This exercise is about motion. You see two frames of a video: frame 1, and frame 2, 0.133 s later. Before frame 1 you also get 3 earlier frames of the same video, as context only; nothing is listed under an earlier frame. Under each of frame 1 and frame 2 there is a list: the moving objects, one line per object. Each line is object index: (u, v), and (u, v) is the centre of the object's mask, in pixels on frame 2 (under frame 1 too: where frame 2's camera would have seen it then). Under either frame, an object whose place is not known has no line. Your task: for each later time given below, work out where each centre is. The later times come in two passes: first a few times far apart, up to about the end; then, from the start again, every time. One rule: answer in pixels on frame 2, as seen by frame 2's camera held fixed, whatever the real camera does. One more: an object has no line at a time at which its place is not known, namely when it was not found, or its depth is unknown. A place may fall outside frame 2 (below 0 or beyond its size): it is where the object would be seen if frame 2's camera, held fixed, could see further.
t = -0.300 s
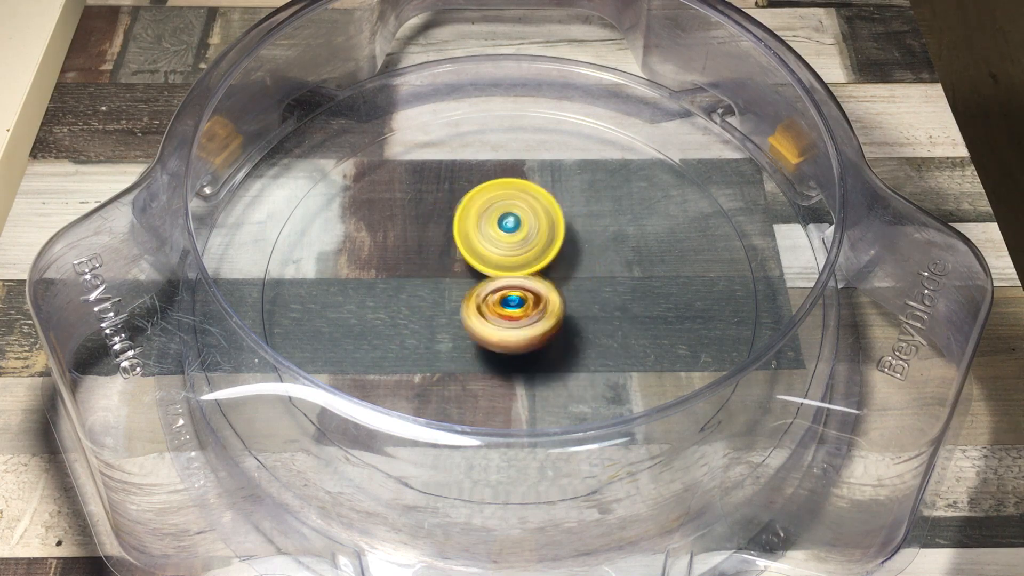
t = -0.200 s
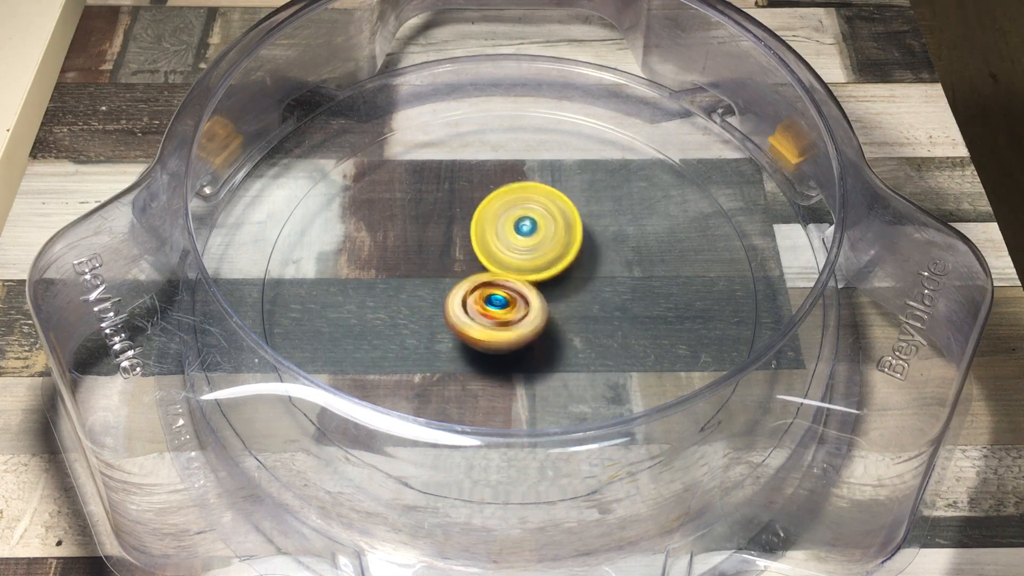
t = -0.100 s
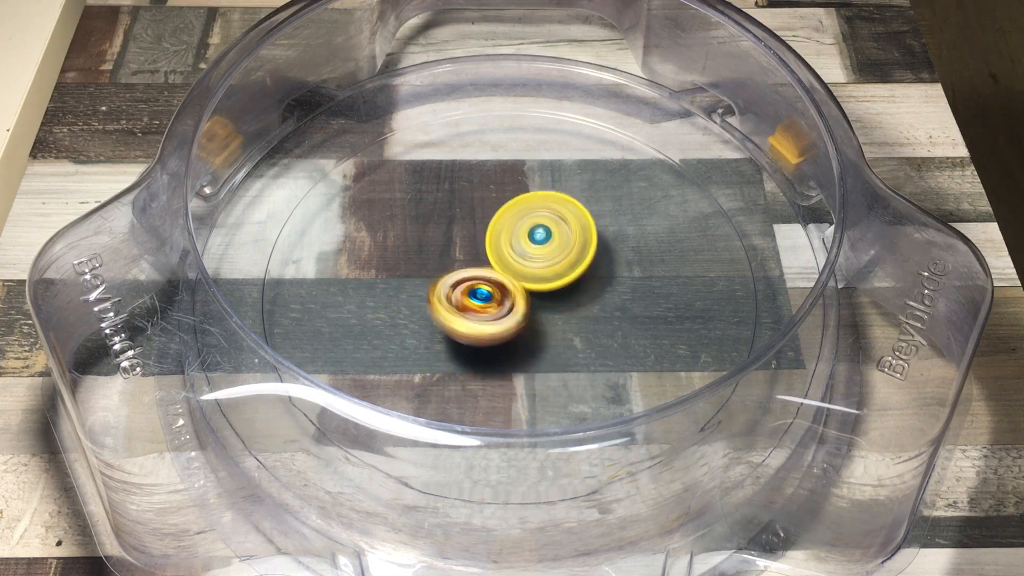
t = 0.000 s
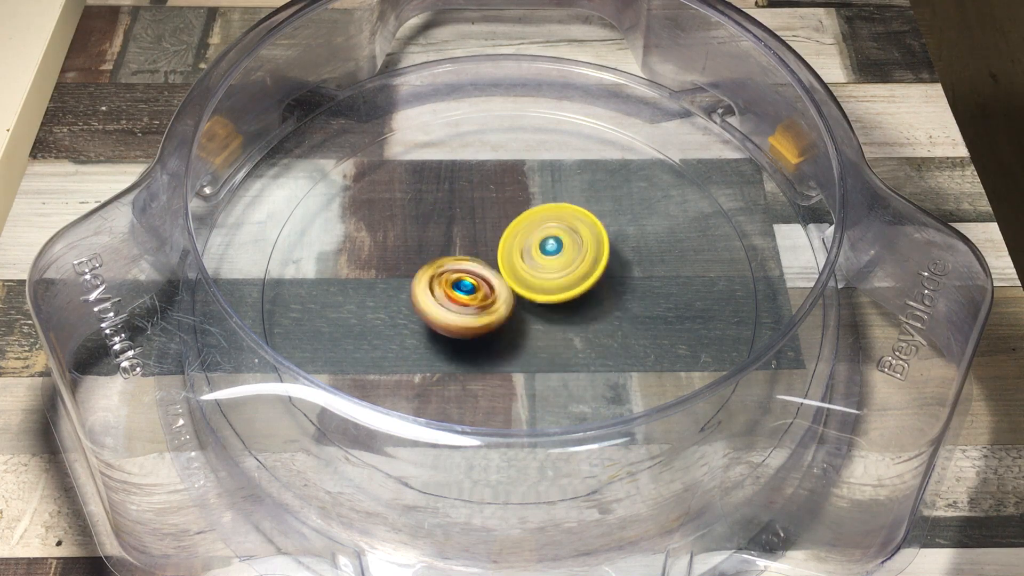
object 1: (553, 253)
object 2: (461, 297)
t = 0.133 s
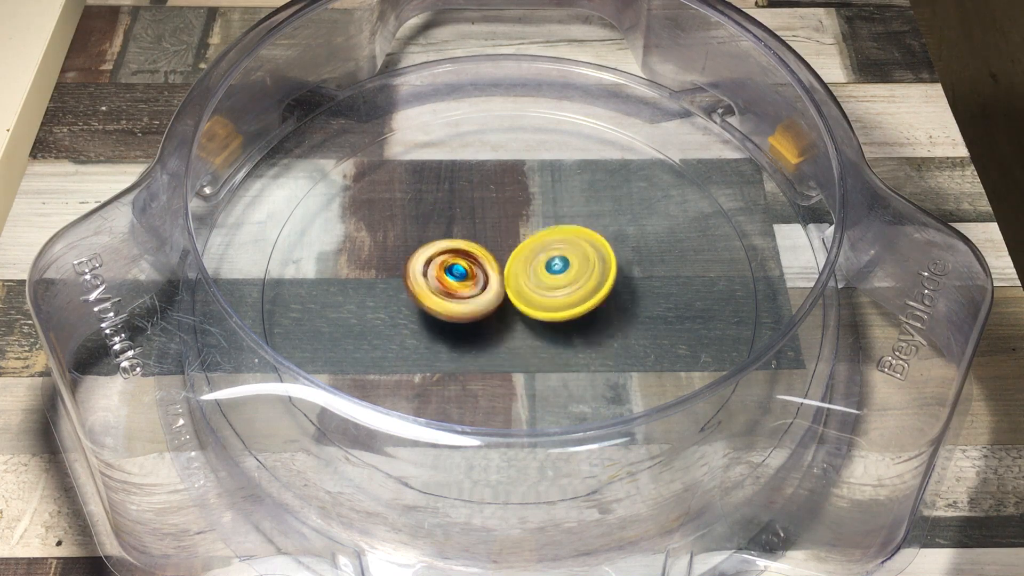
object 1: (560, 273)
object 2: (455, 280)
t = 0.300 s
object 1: (552, 299)
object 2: (452, 256)
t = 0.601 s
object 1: (500, 323)
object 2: (496, 232)
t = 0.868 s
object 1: (458, 300)
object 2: (543, 244)
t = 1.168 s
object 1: (452, 256)
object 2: (566, 288)
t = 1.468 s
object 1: (497, 228)
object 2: (531, 306)
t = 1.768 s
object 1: (572, 263)
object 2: (473, 302)
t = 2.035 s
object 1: (601, 276)
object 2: (502, 287)
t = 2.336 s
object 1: (593, 283)
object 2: (479, 280)
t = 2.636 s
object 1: (514, 334)
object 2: (475, 257)
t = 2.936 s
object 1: (465, 348)
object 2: (515, 267)
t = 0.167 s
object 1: (560, 278)
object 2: (453, 274)
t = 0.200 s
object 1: (559, 284)
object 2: (453, 270)
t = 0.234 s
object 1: (559, 290)
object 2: (451, 264)
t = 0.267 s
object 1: (556, 295)
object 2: (452, 260)
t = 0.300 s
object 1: (552, 299)
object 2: (452, 256)
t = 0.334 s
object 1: (548, 304)
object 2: (454, 253)
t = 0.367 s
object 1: (544, 308)
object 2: (457, 249)
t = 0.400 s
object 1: (537, 311)
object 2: (461, 246)
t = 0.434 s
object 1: (532, 315)
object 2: (465, 242)
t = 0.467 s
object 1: (527, 318)
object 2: (471, 239)
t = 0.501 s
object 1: (519, 319)
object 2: (476, 238)
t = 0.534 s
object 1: (514, 321)
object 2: (481, 236)
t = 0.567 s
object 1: (508, 321)
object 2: (488, 234)
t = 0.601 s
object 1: (500, 323)
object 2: (496, 232)
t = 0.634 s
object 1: (495, 322)
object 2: (502, 232)
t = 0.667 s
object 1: (488, 320)
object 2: (508, 233)
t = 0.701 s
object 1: (481, 318)
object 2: (515, 232)
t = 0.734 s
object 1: (476, 316)
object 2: (522, 234)
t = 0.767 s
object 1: (471, 311)
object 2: (526, 236)
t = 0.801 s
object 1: (465, 309)
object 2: (531, 238)
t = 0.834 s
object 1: (461, 306)
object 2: (539, 239)
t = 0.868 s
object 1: (458, 300)
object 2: (543, 244)
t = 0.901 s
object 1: (456, 296)
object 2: (547, 248)
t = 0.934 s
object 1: (454, 292)
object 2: (550, 252)
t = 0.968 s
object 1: (452, 287)
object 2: (555, 256)
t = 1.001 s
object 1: (452, 282)
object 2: (557, 261)
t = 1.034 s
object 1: (449, 277)
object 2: (562, 268)
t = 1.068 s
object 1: (451, 272)
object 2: (562, 274)
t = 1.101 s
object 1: (456, 268)
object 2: (561, 277)
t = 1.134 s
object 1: (451, 261)
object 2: (565, 283)
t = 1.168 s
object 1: (452, 256)
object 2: (566, 288)
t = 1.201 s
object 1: (457, 252)
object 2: (563, 293)
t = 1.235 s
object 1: (462, 249)
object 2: (558, 298)
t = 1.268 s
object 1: (467, 246)
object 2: (553, 300)
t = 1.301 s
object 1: (472, 243)
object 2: (548, 302)
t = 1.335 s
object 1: (477, 239)
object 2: (545, 305)
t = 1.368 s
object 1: (481, 234)
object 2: (543, 307)
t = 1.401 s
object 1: (486, 232)
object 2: (542, 310)
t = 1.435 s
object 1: (492, 230)
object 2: (537, 309)
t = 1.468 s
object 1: (497, 228)
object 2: (531, 306)
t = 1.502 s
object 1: (501, 226)
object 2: (524, 306)
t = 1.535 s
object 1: (507, 226)
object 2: (516, 305)
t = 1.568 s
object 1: (514, 228)
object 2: (506, 306)
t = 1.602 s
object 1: (524, 232)
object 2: (494, 308)
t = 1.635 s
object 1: (532, 239)
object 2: (483, 310)
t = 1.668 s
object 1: (542, 246)
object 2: (475, 310)
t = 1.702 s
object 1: (551, 252)
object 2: (473, 309)
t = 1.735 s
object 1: (561, 258)
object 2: (471, 308)
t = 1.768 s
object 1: (572, 263)
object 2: (473, 302)
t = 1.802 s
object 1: (581, 267)
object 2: (474, 301)
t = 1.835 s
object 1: (590, 272)
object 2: (479, 299)
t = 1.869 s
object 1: (597, 275)
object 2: (481, 296)
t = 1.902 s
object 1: (601, 277)
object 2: (483, 292)
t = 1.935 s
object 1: (602, 279)
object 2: (488, 292)
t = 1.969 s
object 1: (602, 279)
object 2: (491, 289)
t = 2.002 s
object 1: (601, 278)
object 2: (497, 286)
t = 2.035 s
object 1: (601, 276)
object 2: (502, 287)
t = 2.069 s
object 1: (600, 274)
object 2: (504, 286)
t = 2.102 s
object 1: (601, 272)
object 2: (509, 285)
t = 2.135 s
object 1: (604, 271)
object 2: (503, 286)
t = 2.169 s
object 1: (604, 272)
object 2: (499, 286)
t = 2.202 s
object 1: (603, 273)
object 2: (498, 285)
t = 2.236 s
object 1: (600, 275)
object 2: (496, 286)
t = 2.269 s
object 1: (598, 277)
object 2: (492, 287)
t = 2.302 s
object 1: (596, 280)
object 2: (487, 285)
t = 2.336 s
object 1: (593, 283)
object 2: (479, 280)
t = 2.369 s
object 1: (586, 286)
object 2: (471, 279)
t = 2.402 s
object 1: (580, 292)
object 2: (468, 277)
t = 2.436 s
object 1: (571, 298)
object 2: (464, 269)
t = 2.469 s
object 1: (561, 304)
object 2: (464, 268)
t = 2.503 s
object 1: (551, 311)
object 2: (465, 263)
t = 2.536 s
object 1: (542, 317)
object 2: (466, 263)
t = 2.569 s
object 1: (532, 323)
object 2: (468, 256)
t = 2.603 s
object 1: (523, 329)
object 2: (472, 257)
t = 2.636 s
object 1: (514, 334)
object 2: (475, 257)
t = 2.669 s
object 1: (506, 339)
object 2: (481, 258)
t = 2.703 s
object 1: (499, 341)
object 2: (486, 257)
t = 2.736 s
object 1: (493, 344)
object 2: (493, 260)
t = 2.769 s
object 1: (489, 345)
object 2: (497, 263)
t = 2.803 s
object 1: (484, 348)
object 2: (504, 264)
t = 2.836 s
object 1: (477, 350)
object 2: (510, 265)
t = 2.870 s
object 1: (471, 350)
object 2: (514, 265)
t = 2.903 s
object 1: (467, 349)
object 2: (518, 265)
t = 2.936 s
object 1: (465, 348)
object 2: (515, 267)
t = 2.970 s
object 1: (466, 347)
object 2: (515, 266)
